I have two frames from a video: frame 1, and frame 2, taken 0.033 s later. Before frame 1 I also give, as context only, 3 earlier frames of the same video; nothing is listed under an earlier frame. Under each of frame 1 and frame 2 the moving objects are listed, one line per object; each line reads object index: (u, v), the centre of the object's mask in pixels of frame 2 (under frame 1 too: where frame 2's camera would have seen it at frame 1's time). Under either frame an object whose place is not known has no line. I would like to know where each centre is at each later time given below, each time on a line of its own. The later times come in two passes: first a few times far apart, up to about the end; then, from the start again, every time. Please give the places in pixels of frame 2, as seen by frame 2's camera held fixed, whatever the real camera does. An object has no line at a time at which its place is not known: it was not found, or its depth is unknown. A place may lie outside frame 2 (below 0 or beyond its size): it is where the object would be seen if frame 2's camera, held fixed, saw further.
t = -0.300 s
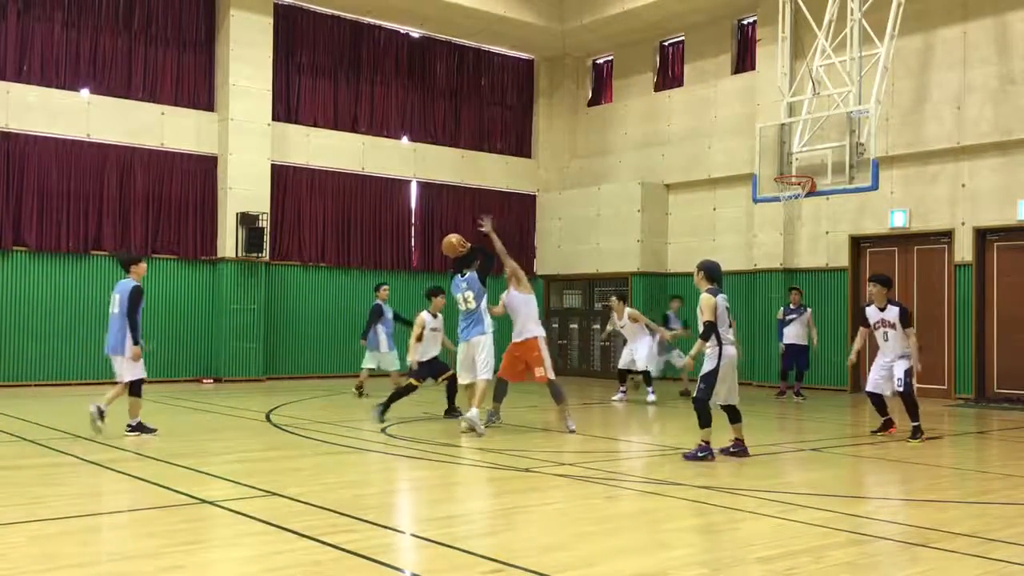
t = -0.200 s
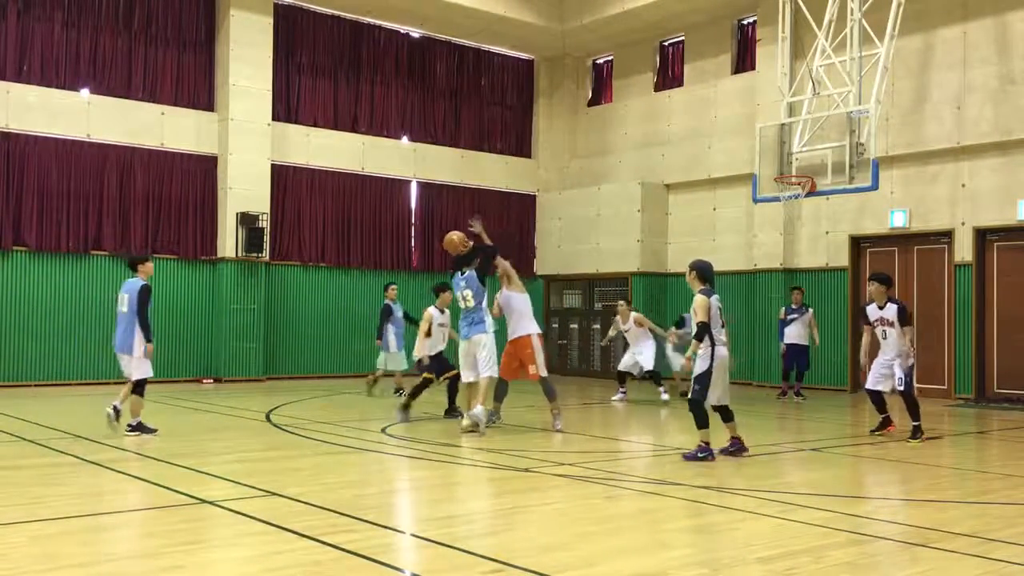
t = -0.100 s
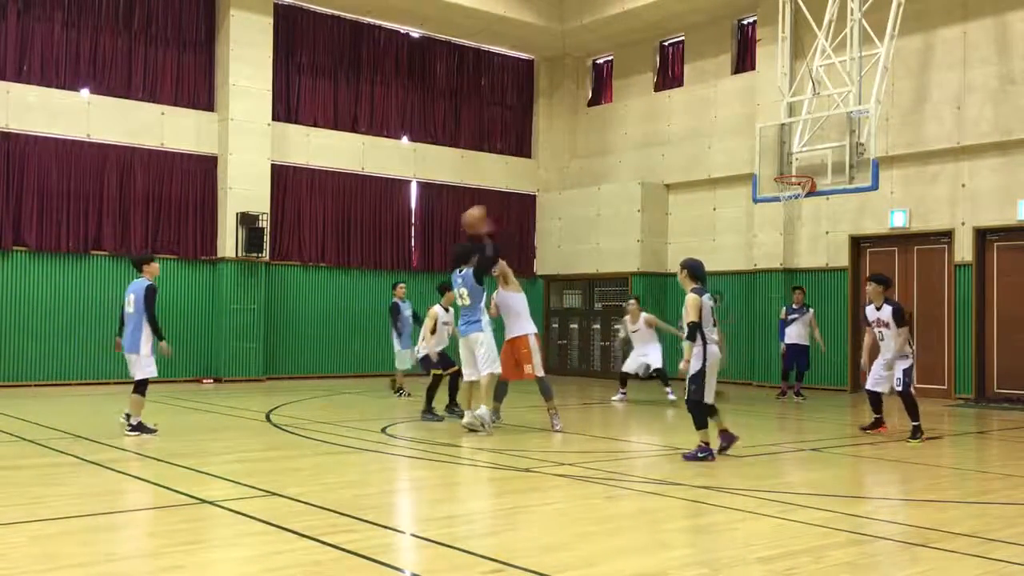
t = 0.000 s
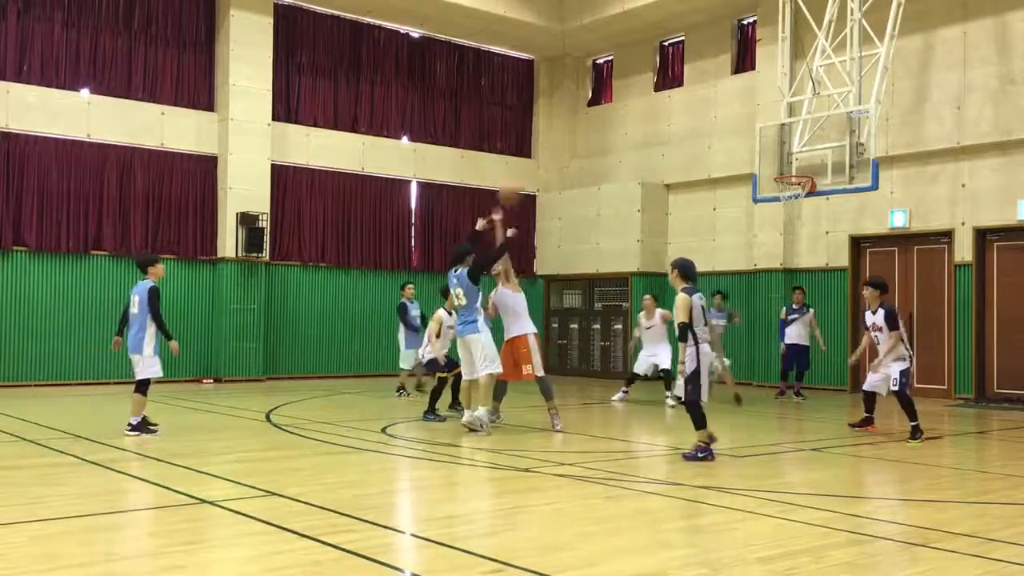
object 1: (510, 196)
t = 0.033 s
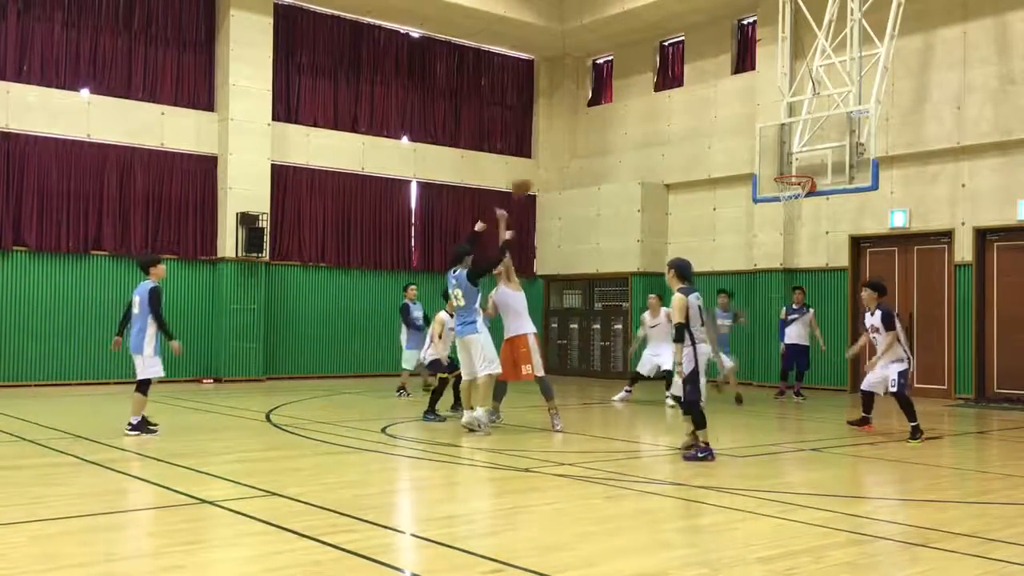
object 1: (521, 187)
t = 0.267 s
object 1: (586, 152)
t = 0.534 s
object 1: (652, 170)
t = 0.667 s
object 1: (682, 203)
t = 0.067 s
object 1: (531, 178)
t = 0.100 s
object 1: (541, 171)
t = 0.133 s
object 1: (549, 165)
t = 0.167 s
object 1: (559, 161)
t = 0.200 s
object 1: (567, 156)
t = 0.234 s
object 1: (577, 154)
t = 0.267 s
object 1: (586, 152)
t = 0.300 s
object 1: (595, 150)
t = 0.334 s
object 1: (603, 150)
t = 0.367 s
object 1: (612, 152)
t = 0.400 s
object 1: (620, 154)
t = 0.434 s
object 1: (628, 157)
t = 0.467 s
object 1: (636, 161)
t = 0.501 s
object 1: (644, 165)
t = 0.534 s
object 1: (652, 170)
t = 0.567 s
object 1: (660, 177)
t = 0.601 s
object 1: (667, 185)
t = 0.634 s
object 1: (675, 192)
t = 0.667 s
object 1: (682, 203)
